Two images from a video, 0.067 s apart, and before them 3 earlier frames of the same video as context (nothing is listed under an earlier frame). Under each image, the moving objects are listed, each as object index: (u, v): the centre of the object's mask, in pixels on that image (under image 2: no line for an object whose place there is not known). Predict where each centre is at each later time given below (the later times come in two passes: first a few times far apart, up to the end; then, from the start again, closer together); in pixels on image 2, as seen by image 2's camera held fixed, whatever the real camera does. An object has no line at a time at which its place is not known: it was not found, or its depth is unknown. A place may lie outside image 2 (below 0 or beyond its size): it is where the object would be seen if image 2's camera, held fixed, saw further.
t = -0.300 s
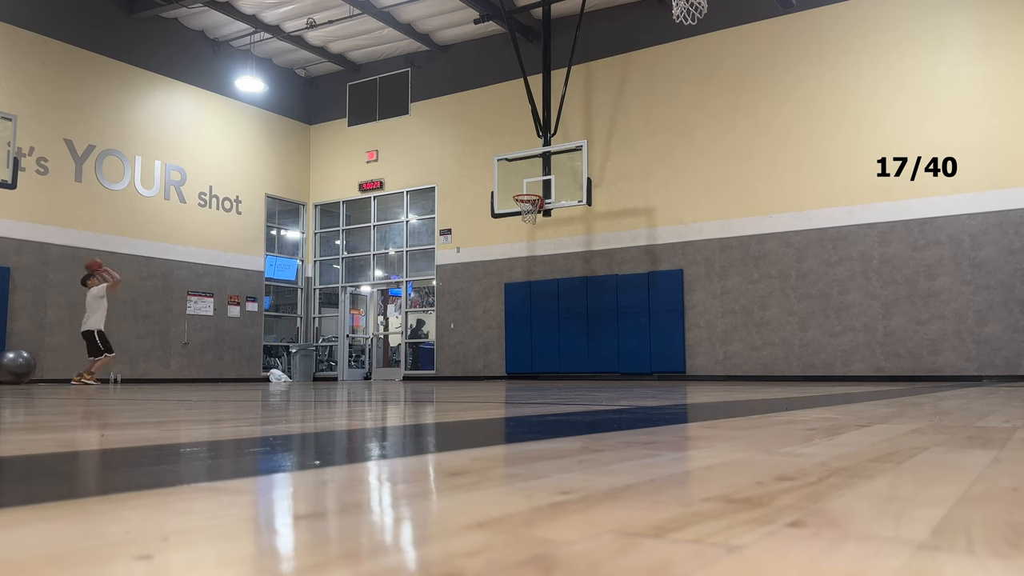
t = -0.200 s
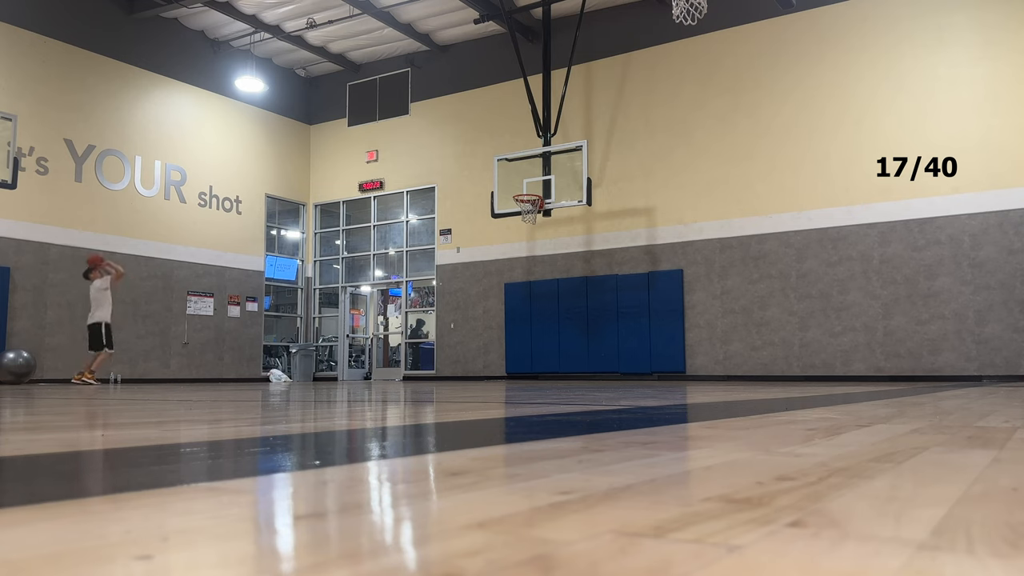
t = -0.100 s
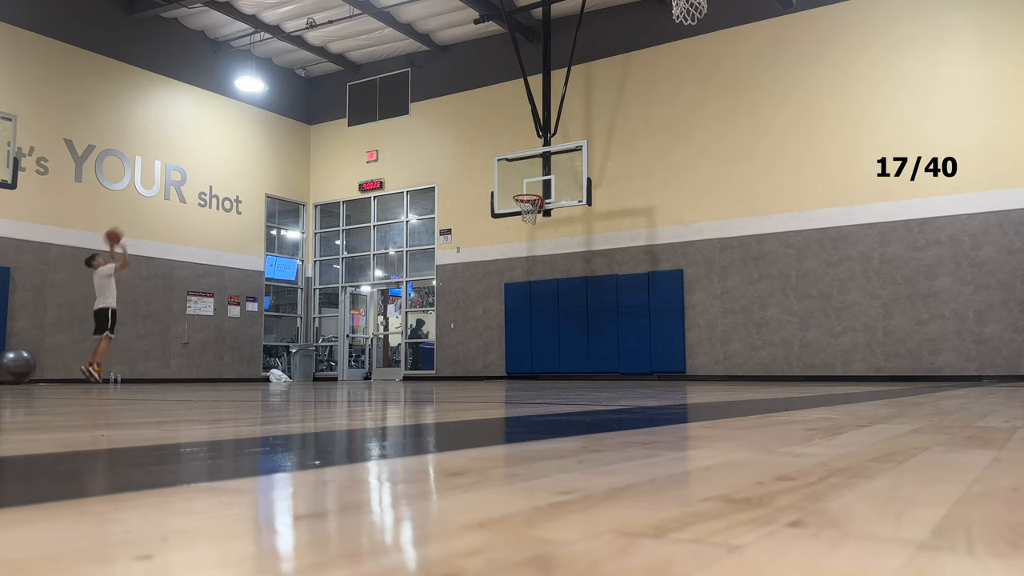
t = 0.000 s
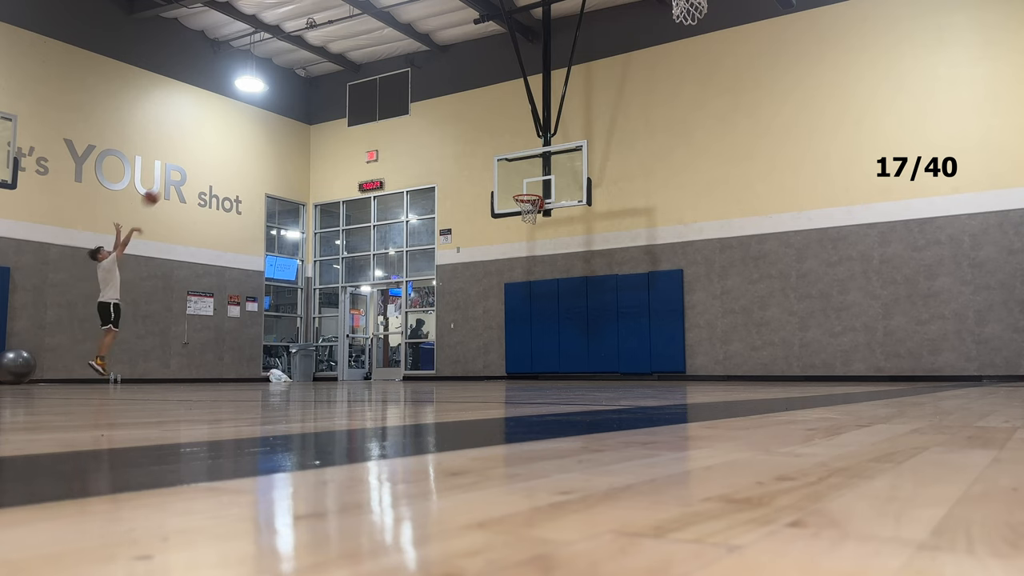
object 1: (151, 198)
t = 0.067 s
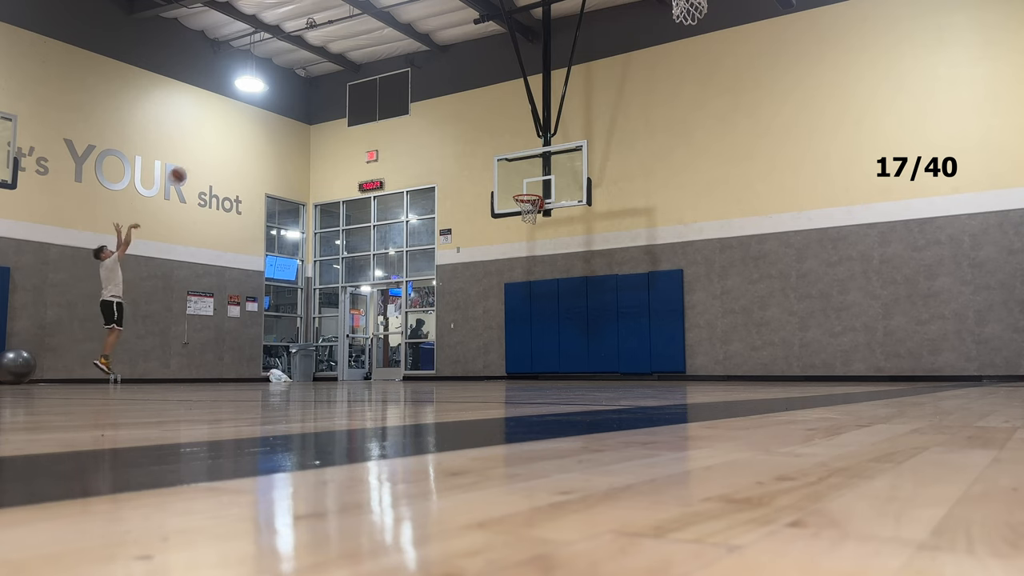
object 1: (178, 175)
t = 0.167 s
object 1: (215, 147)
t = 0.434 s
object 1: (310, 107)
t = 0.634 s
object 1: (375, 105)
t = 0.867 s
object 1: (445, 131)
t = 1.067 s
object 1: (502, 175)
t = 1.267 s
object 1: (532, 206)
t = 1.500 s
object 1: (519, 204)
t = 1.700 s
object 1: (523, 221)
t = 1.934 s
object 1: (534, 260)
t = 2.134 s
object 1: (543, 317)
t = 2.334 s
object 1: (552, 362)
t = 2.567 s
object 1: (560, 317)
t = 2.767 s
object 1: (567, 304)
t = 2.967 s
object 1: (575, 312)
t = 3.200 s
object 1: (583, 350)
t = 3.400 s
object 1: (590, 356)
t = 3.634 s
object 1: (597, 337)
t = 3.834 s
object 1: (603, 344)
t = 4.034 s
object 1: (610, 371)
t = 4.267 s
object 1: (615, 356)
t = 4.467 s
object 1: (614, 361)
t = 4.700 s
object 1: (615, 365)
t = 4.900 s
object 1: (617, 365)
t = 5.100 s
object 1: (619, 369)
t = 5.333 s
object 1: (620, 373)
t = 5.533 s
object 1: (622, 372)
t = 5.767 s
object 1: (624, 373)
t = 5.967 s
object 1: (625, 373)
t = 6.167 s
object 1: (626, 373)
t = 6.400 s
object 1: (629, 373)
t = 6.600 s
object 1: (630, 373)
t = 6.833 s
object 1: (632, 373)
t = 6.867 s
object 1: (632, 373)
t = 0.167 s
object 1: (215, 147)
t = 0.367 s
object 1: (287, 113)
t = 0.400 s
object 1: (299, 109)
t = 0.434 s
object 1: (310, 107)
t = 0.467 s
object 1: (321, 105)
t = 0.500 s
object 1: (331, 104)
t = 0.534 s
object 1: (342, 104)
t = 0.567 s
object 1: (354, 103)
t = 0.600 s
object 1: (364, 103)
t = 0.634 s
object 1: (375, 105)
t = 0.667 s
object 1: (386, 107)
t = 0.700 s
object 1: (395, 109)
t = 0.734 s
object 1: (405, 112)
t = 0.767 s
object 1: (415, 116)
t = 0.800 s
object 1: (426, 120)
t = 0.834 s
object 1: (435, 125)
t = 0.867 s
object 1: (445, 131)
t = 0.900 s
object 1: (455, 137)
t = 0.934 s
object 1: (464, 143)
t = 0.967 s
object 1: (474, 151)
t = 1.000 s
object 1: (483, 158)
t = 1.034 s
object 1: (493, 167)
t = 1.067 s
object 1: (502, 175)
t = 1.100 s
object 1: (511, 185)
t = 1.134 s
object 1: (520, 193)
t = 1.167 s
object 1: (529, 195)
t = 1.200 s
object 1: (533, 200)
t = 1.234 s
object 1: (534, 202)
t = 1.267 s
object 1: (532, 206)
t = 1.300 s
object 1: (529, 204)
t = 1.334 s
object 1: (527, 203)
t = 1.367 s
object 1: (524, 203)
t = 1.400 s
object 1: (522, 203)
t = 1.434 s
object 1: (521, 204)
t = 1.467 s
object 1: (520, 204)
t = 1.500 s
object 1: (519, 204)
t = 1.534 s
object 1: (518, 205)
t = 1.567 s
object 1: (518, 207)
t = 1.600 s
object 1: (521, 211)
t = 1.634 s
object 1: (521, 212)
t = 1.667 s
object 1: (523, 215)
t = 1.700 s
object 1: (523, 221)
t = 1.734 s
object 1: (524, 225)
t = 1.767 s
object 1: (527, 228)
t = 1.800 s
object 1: (528, 233)
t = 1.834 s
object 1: (530, 239)
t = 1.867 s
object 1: (531, 245)
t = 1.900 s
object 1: (533, 252)
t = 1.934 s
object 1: (534, 260)
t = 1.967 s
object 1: (536, 268)
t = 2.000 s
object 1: (538, 277)
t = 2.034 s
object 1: (539, 287)
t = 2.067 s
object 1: (540, 296)
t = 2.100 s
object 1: (542, 306)
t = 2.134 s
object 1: (543, 317)
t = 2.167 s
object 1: (544, 329)
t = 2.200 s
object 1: (546, 341)
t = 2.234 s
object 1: (548, 355)
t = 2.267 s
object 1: (549, 367)
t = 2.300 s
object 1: (550, 370)
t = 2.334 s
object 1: (552, 362)
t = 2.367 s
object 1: (553, 353)
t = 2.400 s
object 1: (554, 346)
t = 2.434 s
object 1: (555, 339)
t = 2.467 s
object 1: (556, 332)
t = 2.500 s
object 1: (557, 327)
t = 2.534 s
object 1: (558, 321)
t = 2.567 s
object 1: (560, 317)
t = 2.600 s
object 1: (561, 313)
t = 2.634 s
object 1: (562, 310)
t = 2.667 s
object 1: (563, 308)
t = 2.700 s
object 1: (565, 306)
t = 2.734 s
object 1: (566, 304)
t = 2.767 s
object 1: (567, 304)
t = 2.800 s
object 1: (568, 304)
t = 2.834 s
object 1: (569, 304)
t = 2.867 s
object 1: (570, 305)
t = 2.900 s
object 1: (572, 307)
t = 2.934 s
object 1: (573, 309)
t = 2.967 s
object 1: (575, 312)
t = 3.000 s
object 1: (576, 316)
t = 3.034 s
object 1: (577, 320)
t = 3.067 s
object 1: (578, 325)
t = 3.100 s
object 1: (579, 330)
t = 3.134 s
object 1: (581, 336)
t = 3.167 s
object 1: (582, 343)
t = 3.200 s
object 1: (583, 350)
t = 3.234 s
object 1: (584, 358)
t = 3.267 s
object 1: (586, 366)
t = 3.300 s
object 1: (587, 373)
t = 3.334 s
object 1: (588, 367)
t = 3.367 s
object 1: (589, 362)
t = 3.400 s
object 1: (590, 356)
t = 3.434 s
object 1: (591, 352)
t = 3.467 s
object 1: (592, 347)
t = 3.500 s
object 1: (593, 344)
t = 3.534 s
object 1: (594, 342)
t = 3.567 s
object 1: (595, 339)
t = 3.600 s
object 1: (596, 338)
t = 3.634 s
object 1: (597, 337)
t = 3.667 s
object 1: (598, 337)
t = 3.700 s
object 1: (599, 337)
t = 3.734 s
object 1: (600, 337)
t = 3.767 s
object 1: (601, 339)
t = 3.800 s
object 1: (602, 341)
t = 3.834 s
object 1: (603, 344)
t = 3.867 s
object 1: (605, 347)
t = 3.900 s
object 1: (606, 351)
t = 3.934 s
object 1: (607, 355)
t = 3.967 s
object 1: (609, 360)
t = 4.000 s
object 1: (609, 366)
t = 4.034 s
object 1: (610, 371)
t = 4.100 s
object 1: (612, 366)
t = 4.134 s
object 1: (613, 364)
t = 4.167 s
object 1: (614, 361)
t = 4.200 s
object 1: (615, 358)
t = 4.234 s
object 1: (615, 357)
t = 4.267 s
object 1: (615, 356)
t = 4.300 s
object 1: (615, 355)
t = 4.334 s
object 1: (615, 355)
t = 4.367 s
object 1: (615, 356)
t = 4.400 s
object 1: (615, 357)
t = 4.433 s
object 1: (615, 357)
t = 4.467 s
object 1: (614, 361)
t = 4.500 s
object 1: (614, 364)
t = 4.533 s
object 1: (615, 367)
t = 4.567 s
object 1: (614, 371)
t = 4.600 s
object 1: (614, 371)
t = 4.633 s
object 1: (615, 369)
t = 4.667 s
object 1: (615, 366)
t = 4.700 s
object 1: (615, 365)
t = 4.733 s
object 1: (615, 364)
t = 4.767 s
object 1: (616, 363)
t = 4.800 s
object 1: (616, 363)
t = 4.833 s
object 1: (616, 363)
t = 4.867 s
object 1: (616, 364)
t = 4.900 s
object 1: (617, 365)
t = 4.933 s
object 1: (617, 367)
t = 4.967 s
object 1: (618, 370)
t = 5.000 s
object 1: (618, 373)
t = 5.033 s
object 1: (619, 371)
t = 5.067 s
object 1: (619, 370)
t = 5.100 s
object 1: (619, 369)
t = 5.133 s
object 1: (619, 367)
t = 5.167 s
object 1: (619, 368)
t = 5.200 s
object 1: (619, 368)
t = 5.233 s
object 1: (620, 368)
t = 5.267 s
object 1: (620, 370)
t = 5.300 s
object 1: (620, 371)
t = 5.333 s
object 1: (620, 373)
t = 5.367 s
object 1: (621, 372)
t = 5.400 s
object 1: (621, 371)
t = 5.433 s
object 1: (621, 370)
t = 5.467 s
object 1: (622, 370)
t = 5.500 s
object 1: (622, 371)
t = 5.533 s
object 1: (622, 372)
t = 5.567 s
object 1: (622, 373)
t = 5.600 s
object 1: (622, 373)
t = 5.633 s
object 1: (623, 372)
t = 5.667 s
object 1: (623, 372)
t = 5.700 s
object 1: (623, 372)
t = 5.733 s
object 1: (624, 372)
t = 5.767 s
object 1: (624, 373)
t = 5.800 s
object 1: (624, 373)
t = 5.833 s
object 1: (625, 373)
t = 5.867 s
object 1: (625, 373)
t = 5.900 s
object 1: (625, 373)
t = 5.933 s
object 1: (625, 373)
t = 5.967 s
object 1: (625, 373)
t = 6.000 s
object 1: (626, 373)
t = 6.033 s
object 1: (626, 373)
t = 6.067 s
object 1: (626, 373)
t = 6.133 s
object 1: (626, 373)
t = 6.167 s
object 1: (626, 373)
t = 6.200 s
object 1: (627, 373)
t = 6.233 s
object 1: (627, 373)
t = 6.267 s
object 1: (627, 373)
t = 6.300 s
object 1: (628, 373)
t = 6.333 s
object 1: (628, 373)
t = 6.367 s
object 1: (628, 373)
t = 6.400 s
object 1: (629, 373)
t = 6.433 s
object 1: (629, 373)
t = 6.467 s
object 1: (629, 373)
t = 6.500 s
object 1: (629, 373)
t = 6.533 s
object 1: (630, 373)
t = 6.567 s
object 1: (630, 373)
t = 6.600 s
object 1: (630, 373)
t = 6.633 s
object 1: (630, 373)
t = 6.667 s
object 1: (630, 373)
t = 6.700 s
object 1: (631, 373)
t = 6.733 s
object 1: (631, 373)
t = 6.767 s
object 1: (631, 373)
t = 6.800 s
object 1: (632, 373)
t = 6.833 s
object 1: (632, 373)
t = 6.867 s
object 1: (632, 373)
